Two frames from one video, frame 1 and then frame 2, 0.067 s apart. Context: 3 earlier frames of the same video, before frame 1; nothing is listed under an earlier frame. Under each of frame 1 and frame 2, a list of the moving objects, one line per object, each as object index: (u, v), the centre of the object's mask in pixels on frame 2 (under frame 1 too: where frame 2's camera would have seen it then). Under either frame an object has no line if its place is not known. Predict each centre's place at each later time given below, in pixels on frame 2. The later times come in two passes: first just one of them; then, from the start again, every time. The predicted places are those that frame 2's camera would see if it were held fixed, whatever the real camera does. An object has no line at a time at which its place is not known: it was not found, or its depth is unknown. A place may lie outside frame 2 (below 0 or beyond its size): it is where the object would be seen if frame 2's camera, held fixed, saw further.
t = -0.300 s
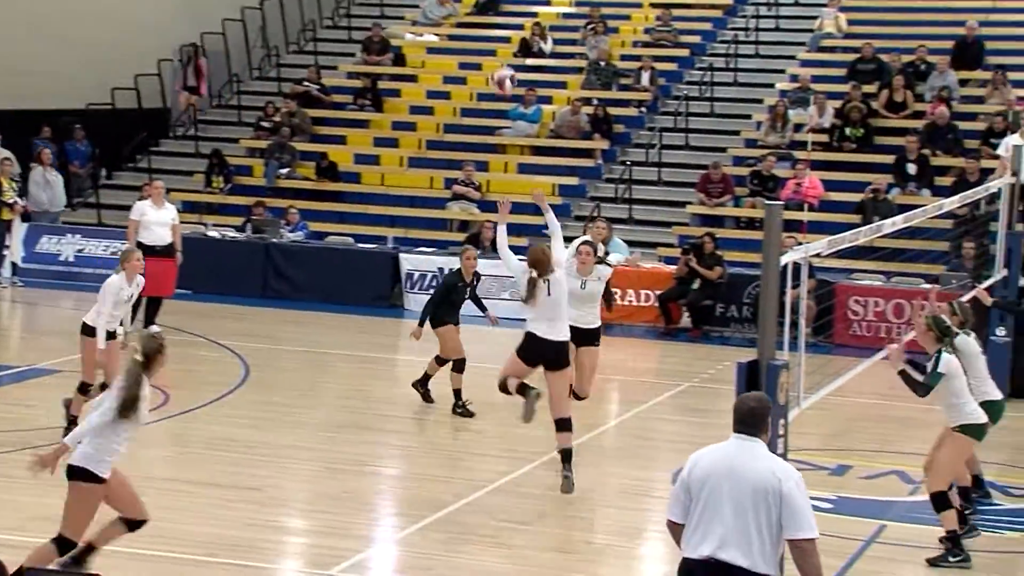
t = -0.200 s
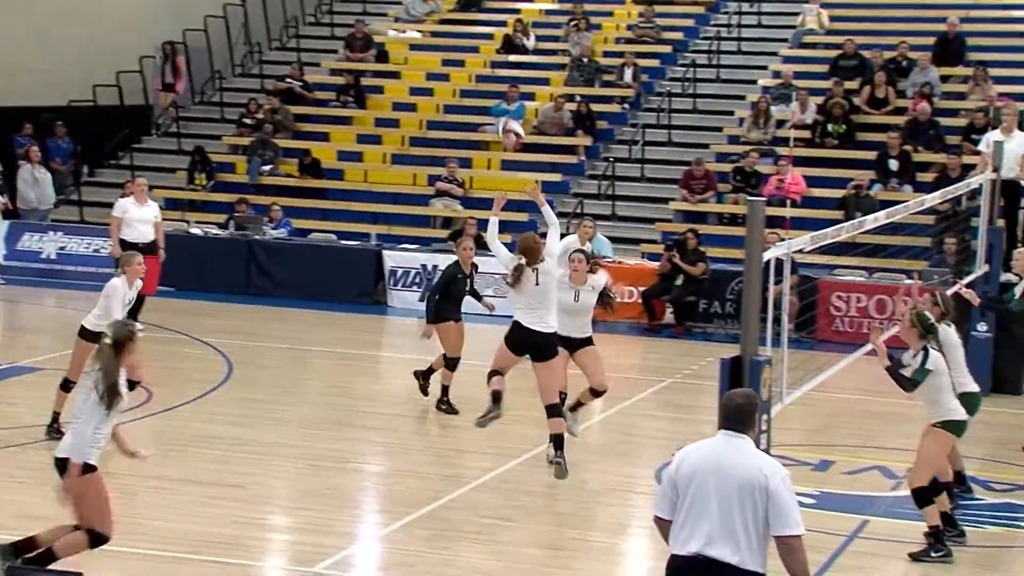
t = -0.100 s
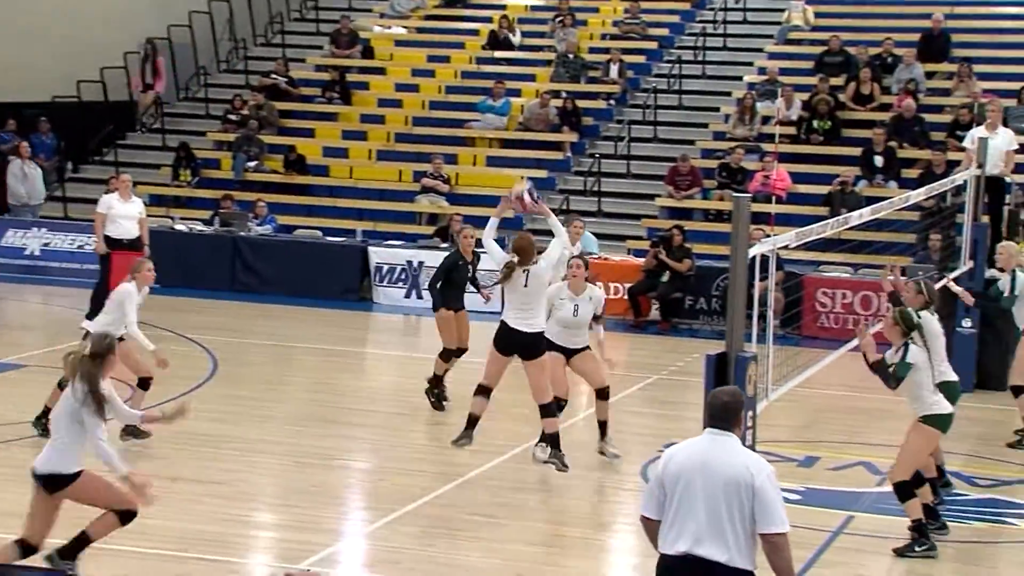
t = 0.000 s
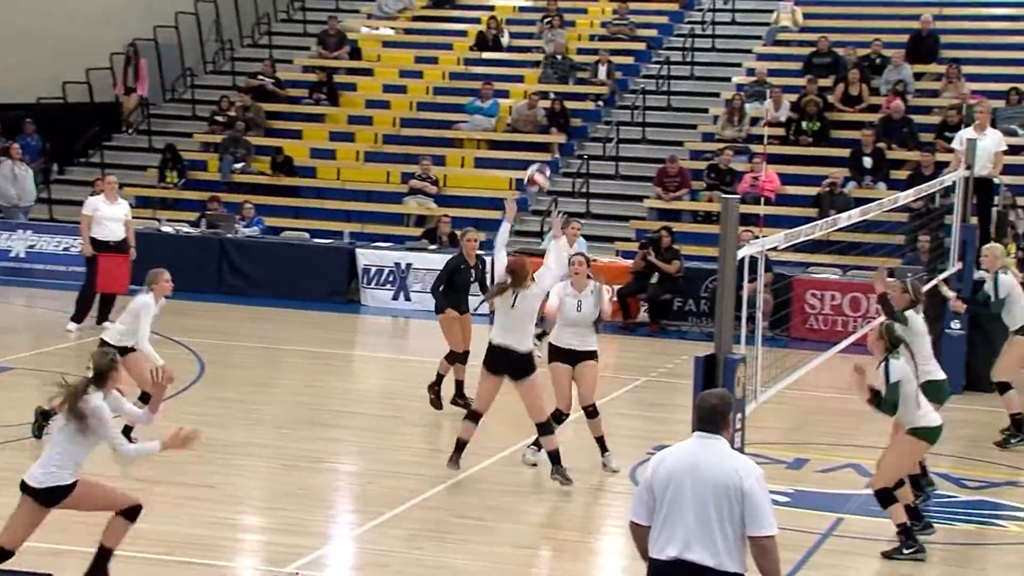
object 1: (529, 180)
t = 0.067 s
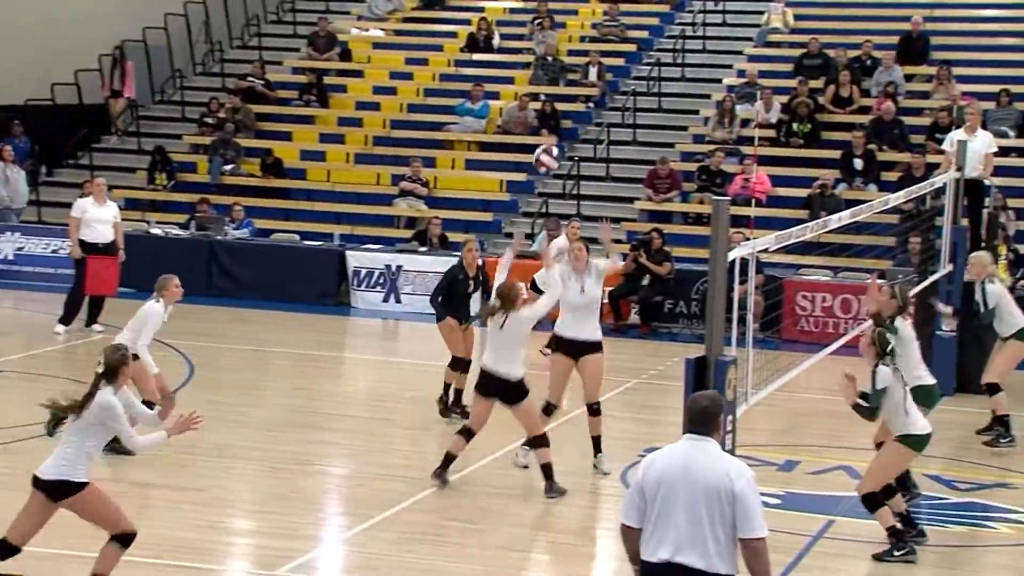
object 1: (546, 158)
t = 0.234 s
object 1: (590, 131)
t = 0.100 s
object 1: (555, 150)
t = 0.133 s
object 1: (564, 143)
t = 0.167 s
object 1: (573, 137)
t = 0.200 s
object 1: (582, 134)
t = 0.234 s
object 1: (590, 131)
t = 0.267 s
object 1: (598, 131)
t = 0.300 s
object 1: (605, 131)
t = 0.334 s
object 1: (613, 132)
